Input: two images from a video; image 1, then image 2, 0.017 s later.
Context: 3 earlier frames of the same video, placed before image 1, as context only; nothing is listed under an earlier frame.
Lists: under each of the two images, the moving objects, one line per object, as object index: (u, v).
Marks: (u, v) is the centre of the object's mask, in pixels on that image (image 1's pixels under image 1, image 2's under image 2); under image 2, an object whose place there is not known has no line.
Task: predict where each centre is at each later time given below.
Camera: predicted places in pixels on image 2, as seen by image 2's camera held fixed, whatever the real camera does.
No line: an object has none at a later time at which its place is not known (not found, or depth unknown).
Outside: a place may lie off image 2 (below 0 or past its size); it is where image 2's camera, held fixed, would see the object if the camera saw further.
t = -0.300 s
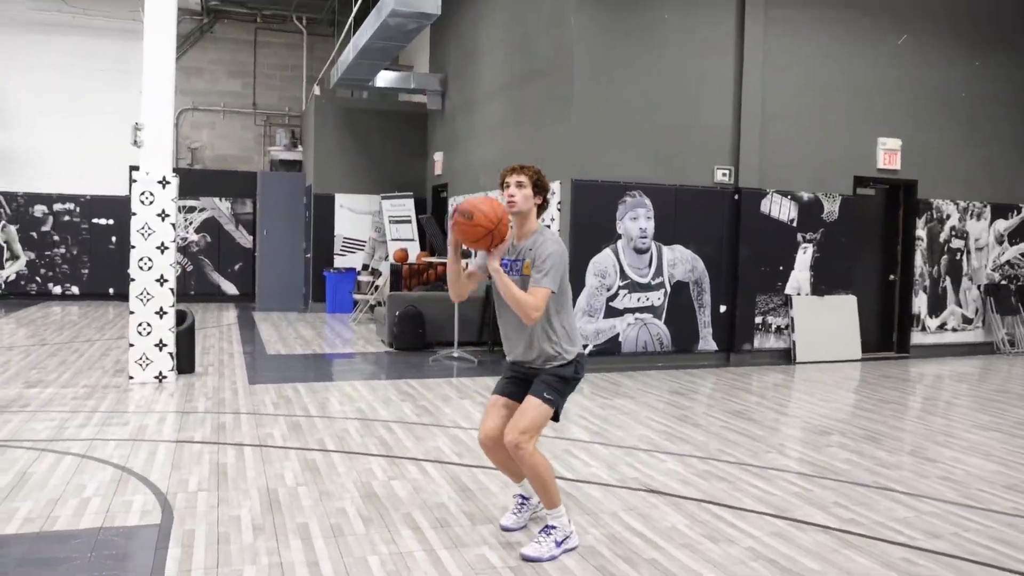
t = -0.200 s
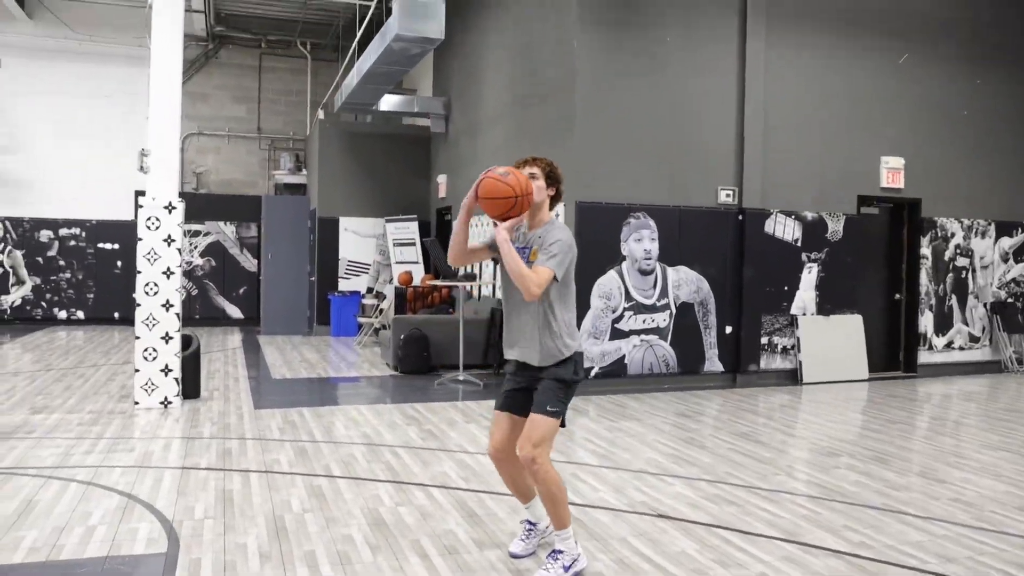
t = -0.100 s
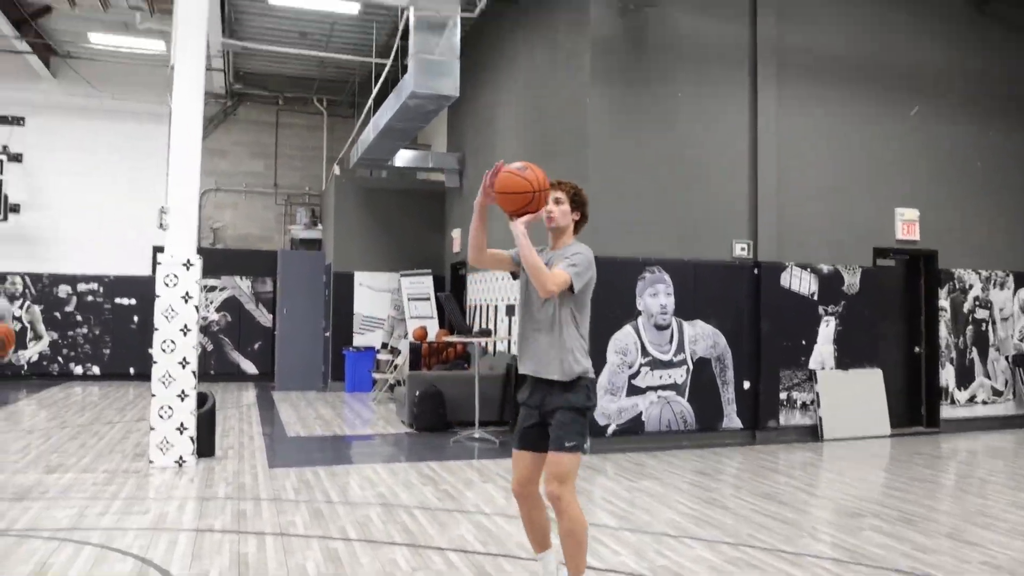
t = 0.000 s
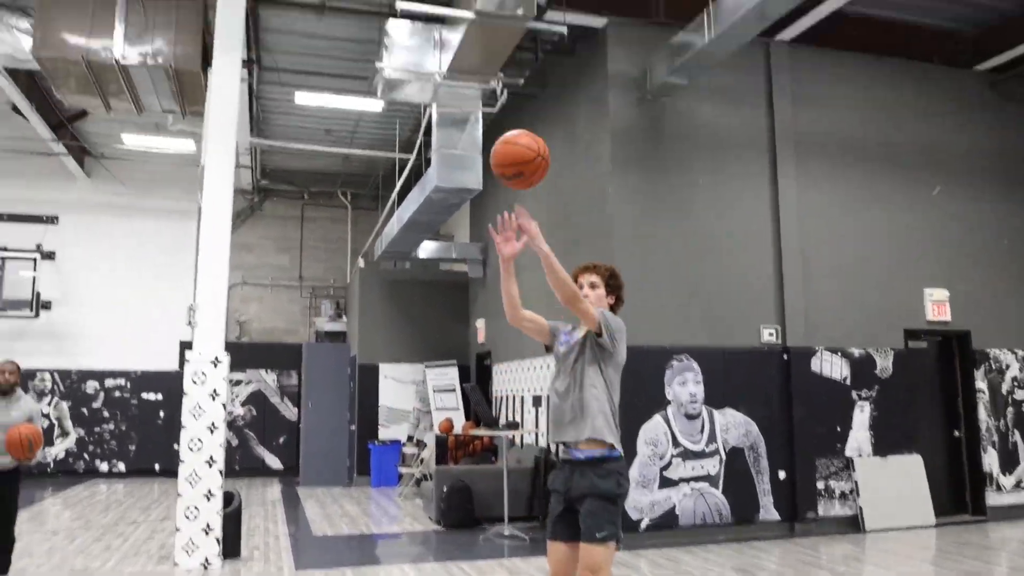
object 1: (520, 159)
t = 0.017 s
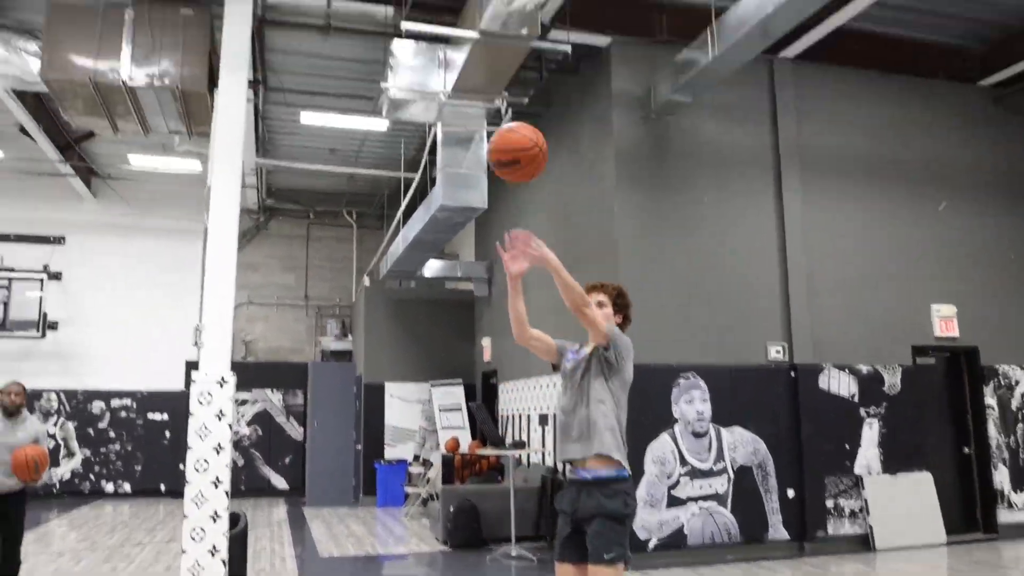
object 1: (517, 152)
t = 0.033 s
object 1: (509, 125)
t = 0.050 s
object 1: (502, 99)
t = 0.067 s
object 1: (492, 72)
